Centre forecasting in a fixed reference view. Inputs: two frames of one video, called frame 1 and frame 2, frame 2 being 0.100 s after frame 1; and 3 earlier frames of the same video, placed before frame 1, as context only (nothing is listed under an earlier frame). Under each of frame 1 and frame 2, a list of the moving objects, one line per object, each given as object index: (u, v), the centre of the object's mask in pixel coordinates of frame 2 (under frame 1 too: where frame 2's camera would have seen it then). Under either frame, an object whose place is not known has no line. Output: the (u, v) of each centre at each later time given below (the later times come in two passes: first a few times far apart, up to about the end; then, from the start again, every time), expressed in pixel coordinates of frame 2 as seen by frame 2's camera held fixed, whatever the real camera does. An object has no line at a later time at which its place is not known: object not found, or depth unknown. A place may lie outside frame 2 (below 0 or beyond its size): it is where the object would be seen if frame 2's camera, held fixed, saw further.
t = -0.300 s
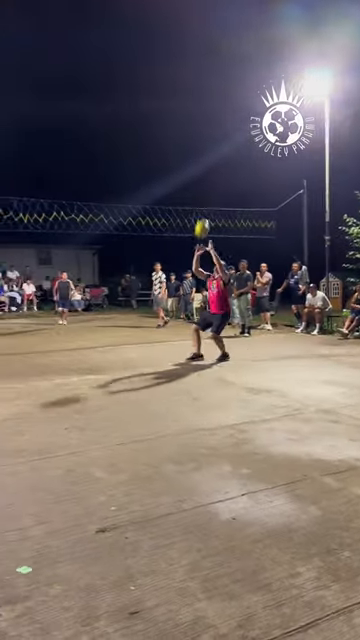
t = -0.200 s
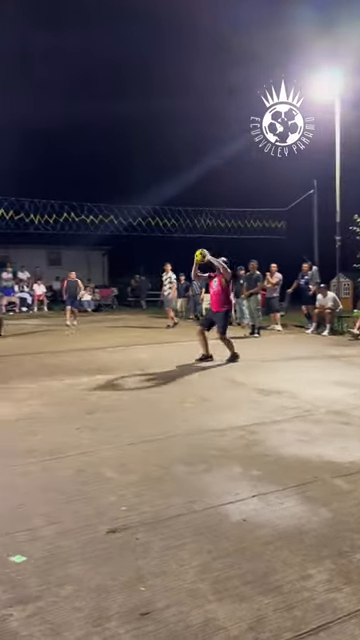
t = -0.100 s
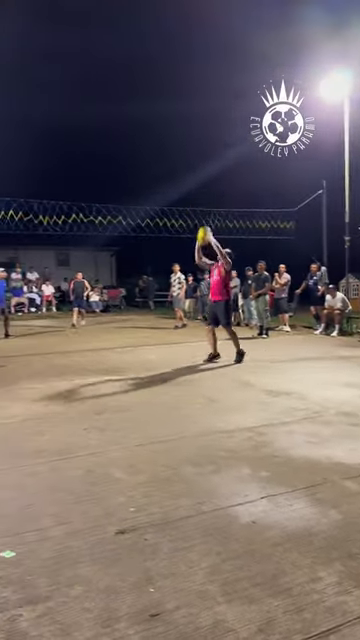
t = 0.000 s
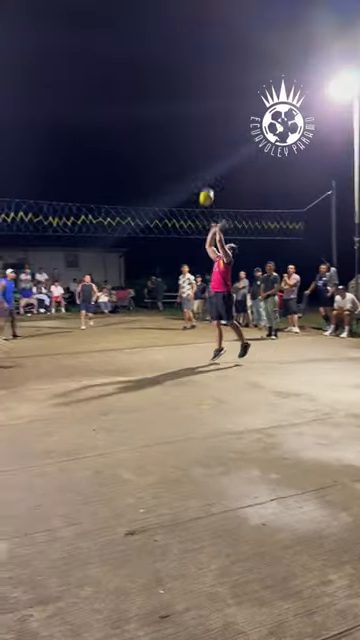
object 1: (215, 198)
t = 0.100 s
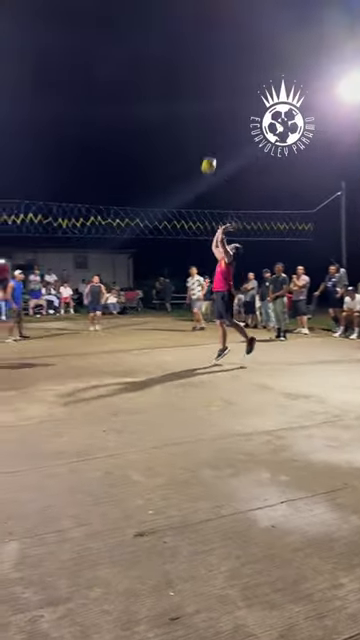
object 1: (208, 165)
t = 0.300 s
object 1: (196, 120)
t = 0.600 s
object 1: (180, 102)
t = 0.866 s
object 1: (168, 130)
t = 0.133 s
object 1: (206, 156)
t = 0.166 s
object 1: (204, 147)
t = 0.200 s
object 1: (202, 139)
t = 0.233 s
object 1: (200, 132)
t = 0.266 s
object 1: (198, 126)
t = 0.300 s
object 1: (196, 120)
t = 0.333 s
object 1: (194, 115)
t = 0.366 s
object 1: (192, 111)
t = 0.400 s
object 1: (190, 108)
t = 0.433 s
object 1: (189, 105)
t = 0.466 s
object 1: (187, 103)
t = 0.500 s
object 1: (185, 102)
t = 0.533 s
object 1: (183, 101)
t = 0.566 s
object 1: (182, 100)
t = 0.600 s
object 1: (180, 102)
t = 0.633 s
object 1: (178, 103)
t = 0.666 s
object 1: (177, 105)
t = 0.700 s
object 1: (175, 108)
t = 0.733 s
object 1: (174, 111)
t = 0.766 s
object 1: (172, 114)
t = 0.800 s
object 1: (171, 119)
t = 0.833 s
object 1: (169, 124)
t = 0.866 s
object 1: (168, 130)
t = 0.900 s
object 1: (167, 136)
